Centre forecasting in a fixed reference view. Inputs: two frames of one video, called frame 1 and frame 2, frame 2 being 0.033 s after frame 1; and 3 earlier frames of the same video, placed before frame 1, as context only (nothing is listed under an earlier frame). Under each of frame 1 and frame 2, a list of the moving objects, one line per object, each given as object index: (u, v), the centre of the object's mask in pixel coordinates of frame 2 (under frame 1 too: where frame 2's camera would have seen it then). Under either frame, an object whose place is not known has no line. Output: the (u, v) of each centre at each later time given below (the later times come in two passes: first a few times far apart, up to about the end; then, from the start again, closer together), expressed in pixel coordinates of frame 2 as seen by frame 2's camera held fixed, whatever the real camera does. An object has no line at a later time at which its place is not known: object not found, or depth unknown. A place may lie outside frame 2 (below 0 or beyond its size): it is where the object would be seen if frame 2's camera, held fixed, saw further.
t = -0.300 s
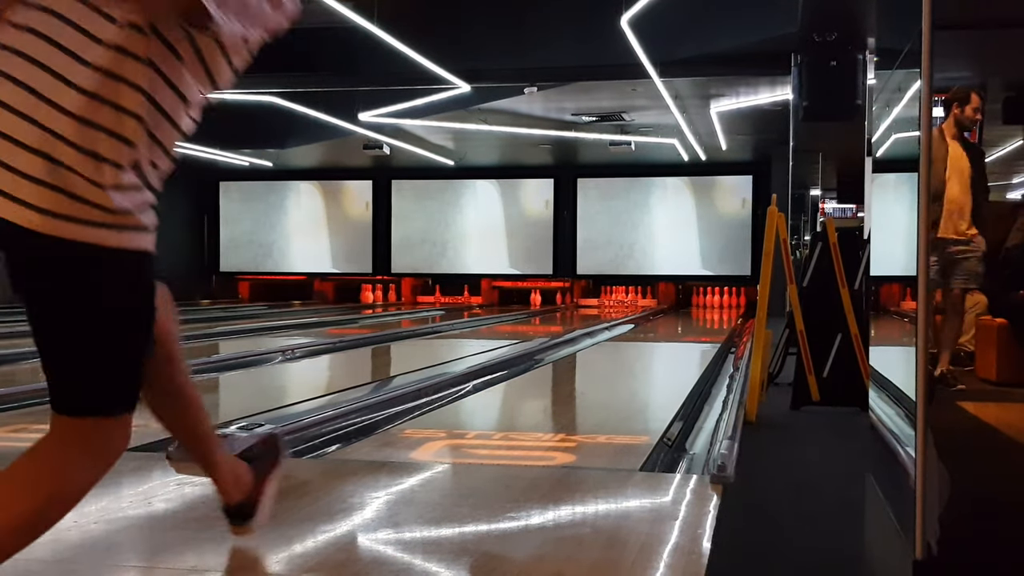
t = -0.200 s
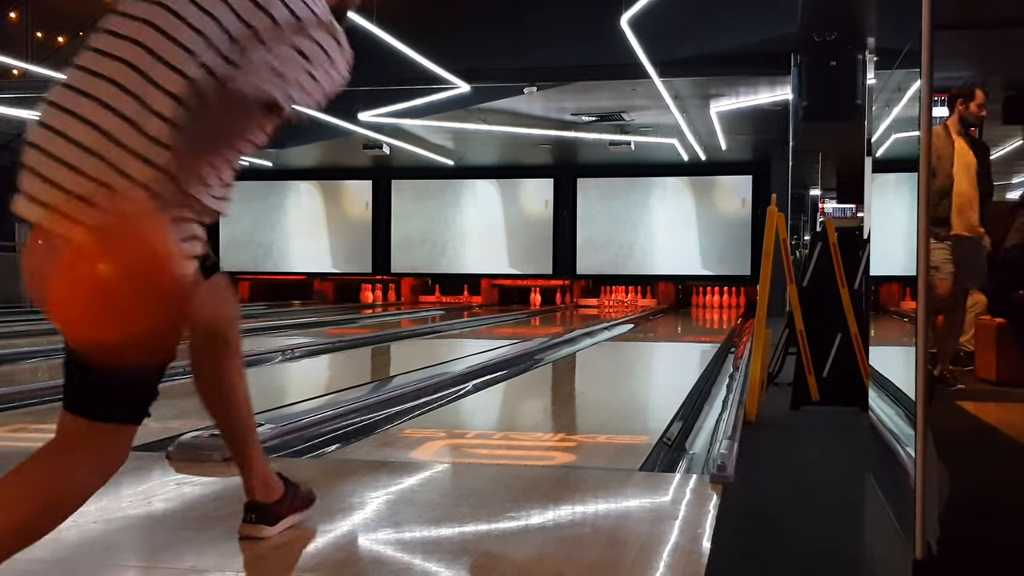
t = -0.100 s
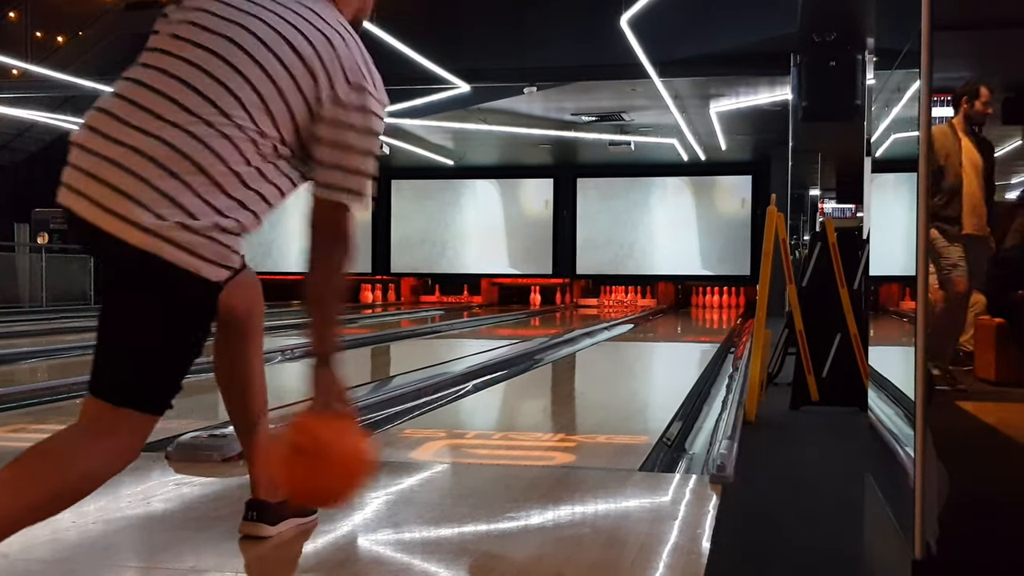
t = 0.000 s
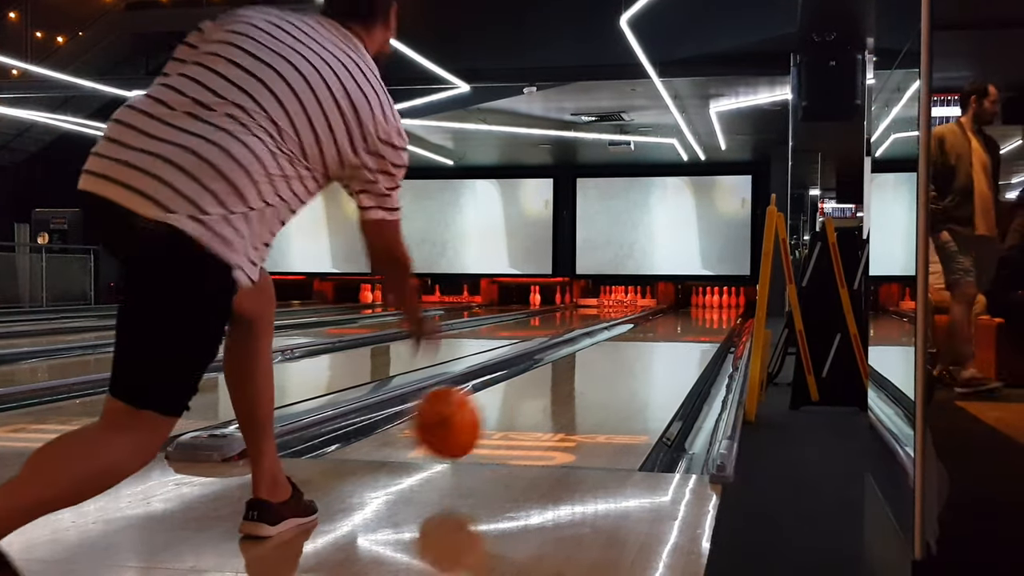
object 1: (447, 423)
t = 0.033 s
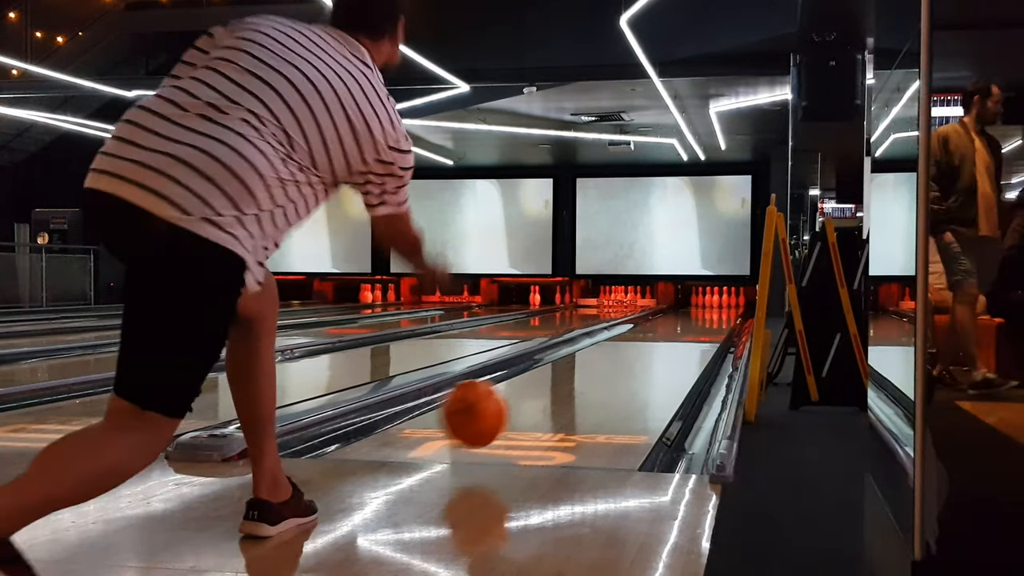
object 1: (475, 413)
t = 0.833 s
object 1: (665, 328)
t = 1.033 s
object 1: (678, 321)
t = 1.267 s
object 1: (688, 314)
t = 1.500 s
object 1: (696, 310)
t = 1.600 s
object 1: (698, 309)
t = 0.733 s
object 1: (657, 332)
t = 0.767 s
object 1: (659, 330)
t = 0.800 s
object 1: (662, 329)
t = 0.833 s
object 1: (665, 328)
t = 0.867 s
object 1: (667, 326)
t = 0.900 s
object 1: (669, 325)
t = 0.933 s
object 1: (671, 325)
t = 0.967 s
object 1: (674, 323)
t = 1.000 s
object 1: (676, 322)
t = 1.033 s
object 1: (678, 321)
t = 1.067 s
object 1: (680, 320)
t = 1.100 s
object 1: (682, 319)
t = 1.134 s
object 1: (683, 318)
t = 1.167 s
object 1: (685, 318)
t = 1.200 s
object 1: (686, 316)
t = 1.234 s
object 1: (687, 315)
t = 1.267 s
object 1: (688, 314)
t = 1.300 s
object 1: (689, 313)
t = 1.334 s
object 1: (690, 313)
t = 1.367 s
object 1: (692, 312)
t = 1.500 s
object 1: (696, 310)
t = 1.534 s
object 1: (696, 310)
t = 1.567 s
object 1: (697, 310)
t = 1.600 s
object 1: (698, 309)
